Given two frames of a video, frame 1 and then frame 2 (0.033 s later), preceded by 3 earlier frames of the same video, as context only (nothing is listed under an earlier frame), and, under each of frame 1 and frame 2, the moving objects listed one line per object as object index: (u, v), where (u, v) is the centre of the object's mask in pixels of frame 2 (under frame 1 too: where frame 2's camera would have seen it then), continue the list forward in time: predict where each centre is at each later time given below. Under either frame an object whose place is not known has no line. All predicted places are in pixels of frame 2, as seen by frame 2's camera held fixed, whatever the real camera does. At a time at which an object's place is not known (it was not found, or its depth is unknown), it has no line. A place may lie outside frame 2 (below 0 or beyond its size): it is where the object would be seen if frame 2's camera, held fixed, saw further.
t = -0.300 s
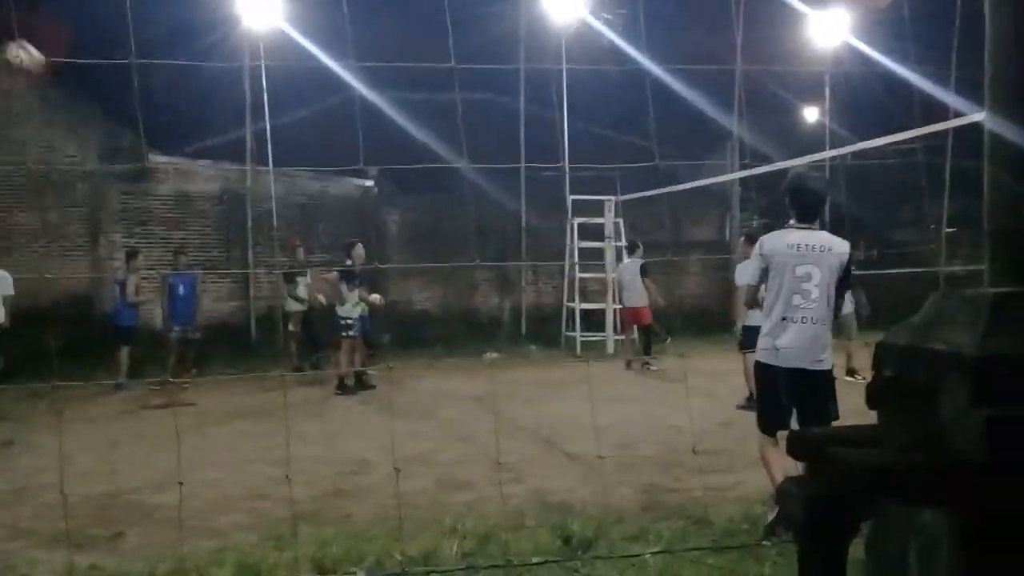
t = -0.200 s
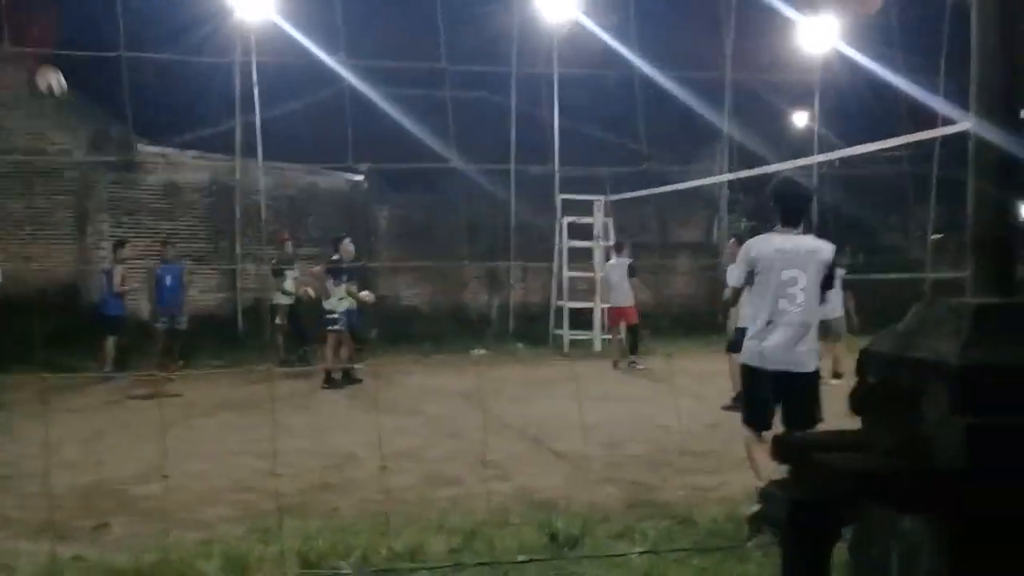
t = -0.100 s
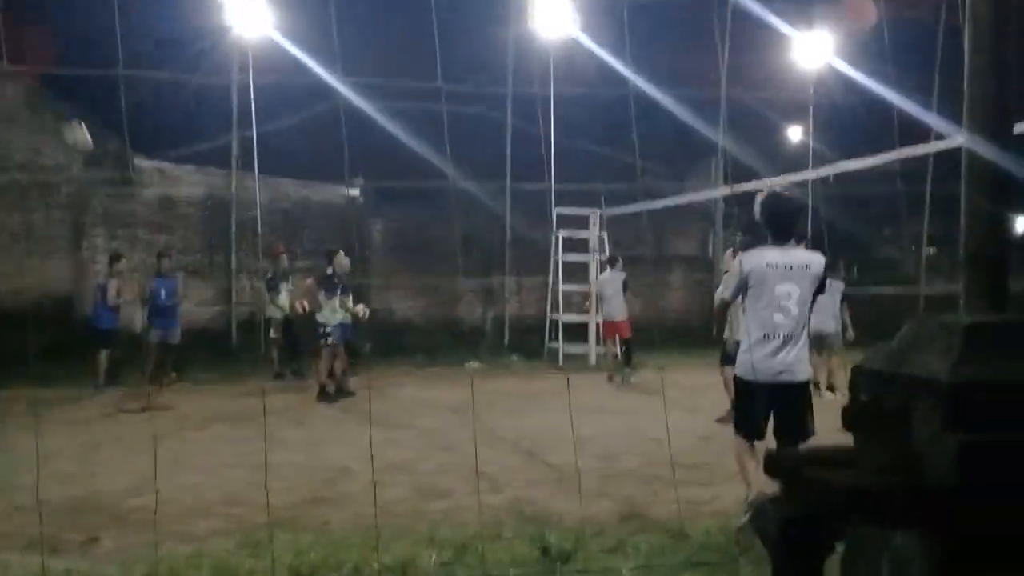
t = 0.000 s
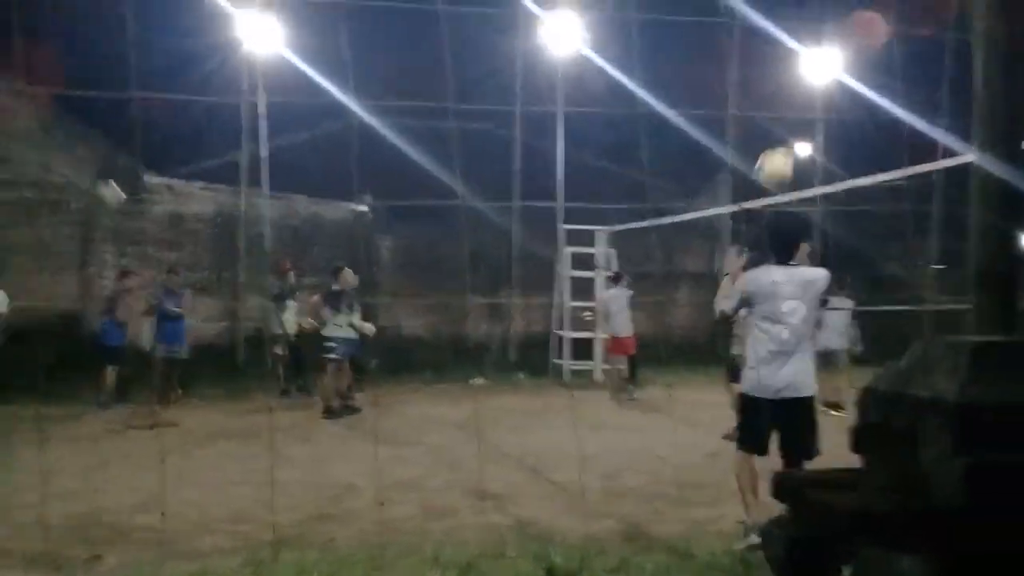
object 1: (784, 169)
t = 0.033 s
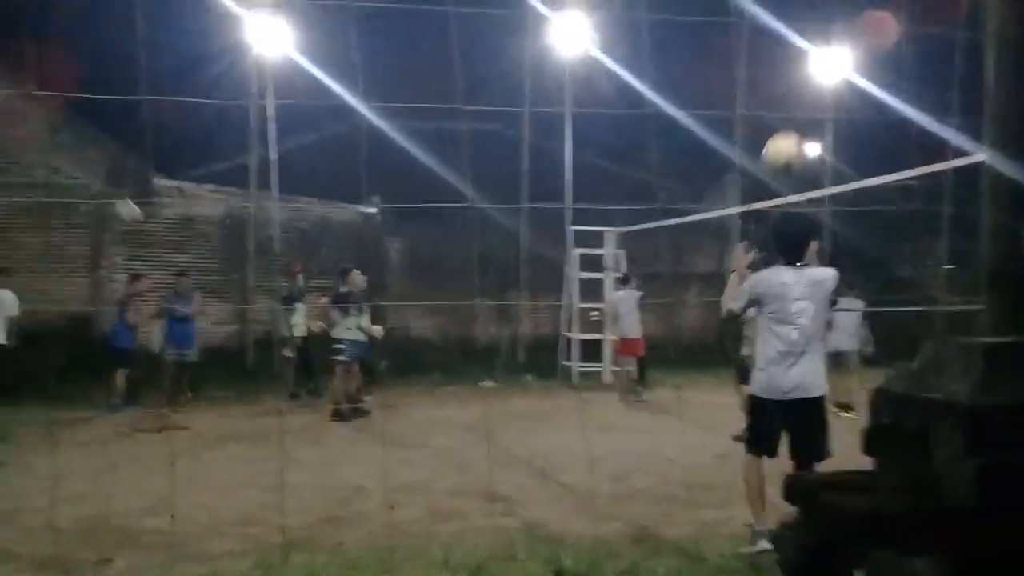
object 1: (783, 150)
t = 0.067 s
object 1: (781, 140)
